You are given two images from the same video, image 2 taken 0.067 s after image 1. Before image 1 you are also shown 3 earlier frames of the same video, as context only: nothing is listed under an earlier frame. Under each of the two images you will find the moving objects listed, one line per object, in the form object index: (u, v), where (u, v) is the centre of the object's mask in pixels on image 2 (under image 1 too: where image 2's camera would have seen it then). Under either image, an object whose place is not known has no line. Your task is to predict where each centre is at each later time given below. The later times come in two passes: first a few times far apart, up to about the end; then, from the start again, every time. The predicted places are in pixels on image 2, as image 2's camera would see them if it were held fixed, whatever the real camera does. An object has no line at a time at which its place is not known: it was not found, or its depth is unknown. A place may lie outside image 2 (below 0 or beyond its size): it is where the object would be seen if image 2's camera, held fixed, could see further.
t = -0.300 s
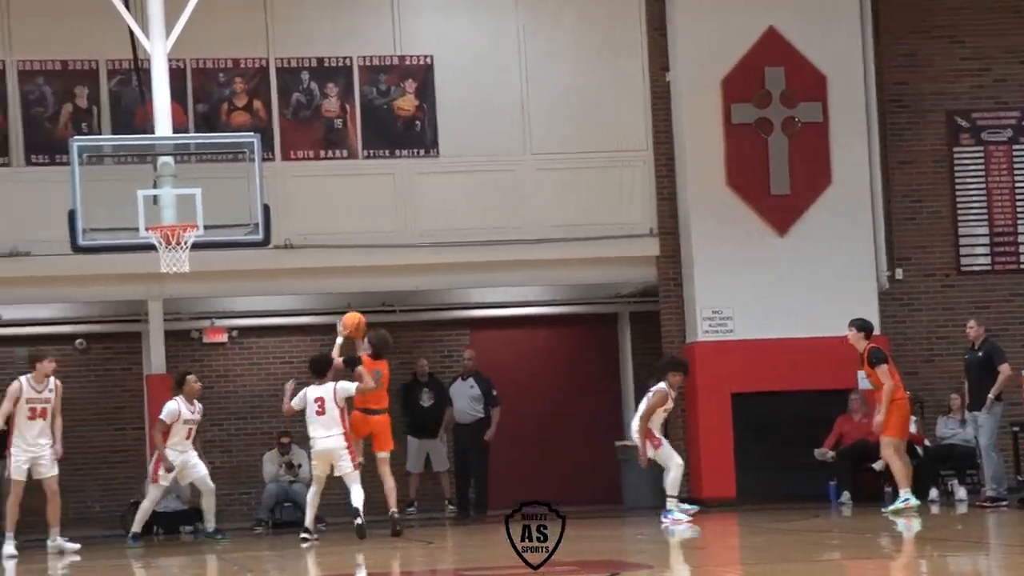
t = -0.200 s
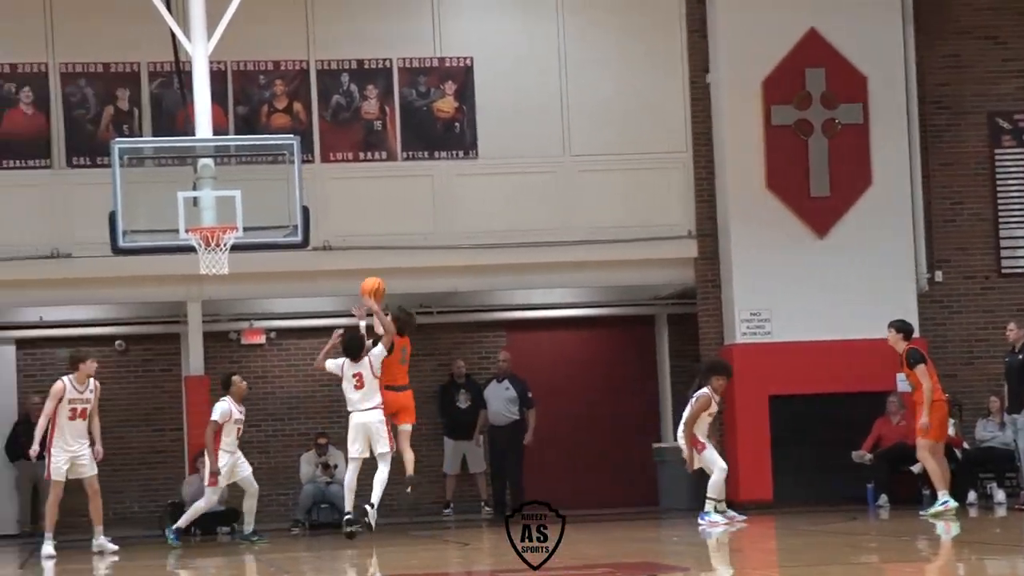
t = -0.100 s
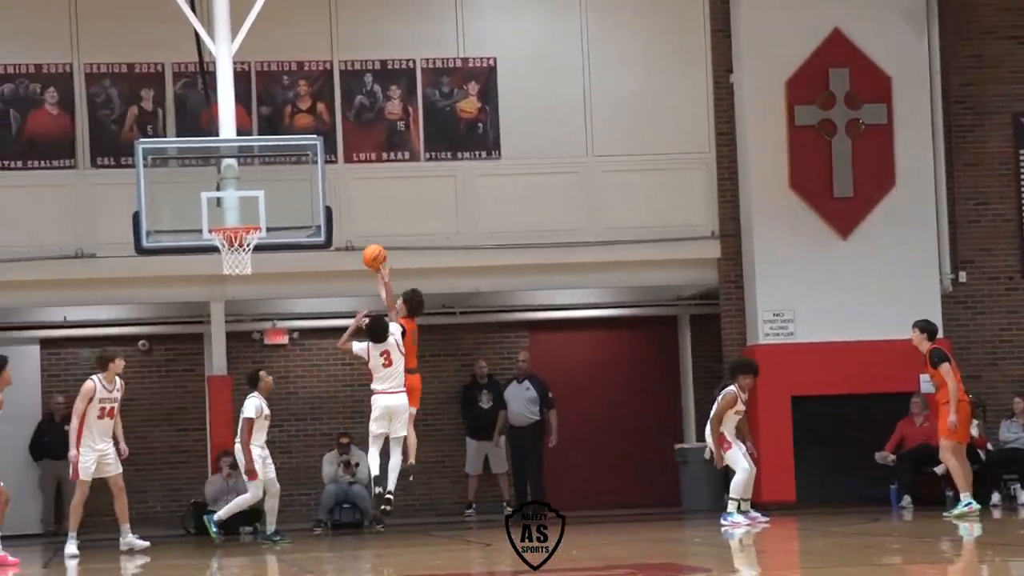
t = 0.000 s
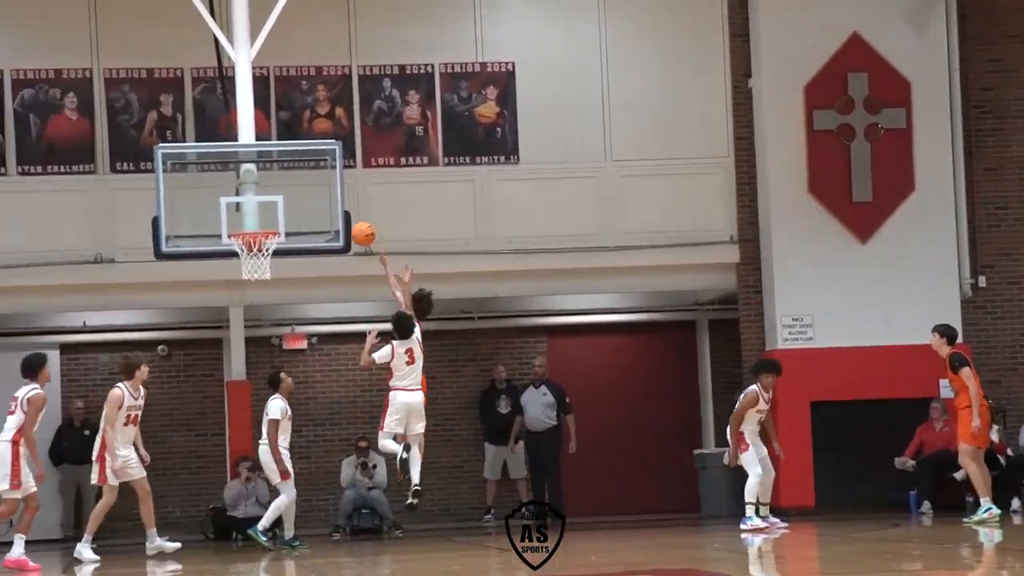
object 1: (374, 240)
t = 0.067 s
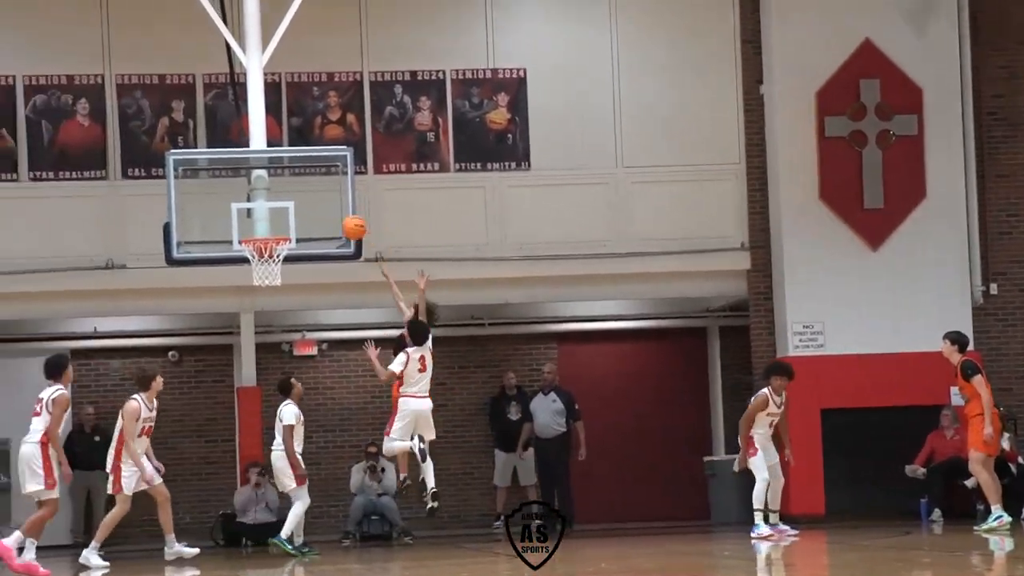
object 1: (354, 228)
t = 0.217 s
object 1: (312, 214)
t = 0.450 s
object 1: (277, 228)
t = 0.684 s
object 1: (249, 261)
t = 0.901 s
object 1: (253, 279)
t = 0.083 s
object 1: (350, 225)
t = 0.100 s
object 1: (344, 223)
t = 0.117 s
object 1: (339, 221)
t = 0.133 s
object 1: (334, 219)
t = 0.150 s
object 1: (329, 217)
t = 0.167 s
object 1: (324, 216)
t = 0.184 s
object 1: (320, 216)
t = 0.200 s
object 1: (315, 215)
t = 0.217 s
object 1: (312, 214)
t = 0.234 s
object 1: (309, 214)
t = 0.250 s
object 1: (307, 213)
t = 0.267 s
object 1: (304, 213)
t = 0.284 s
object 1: (303, 213)
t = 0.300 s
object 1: (300, 213)
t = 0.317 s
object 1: (297, 214)
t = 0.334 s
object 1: (295, 215)
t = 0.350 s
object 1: (292, 217)
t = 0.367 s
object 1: (289, 217)
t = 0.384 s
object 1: (287, 219)
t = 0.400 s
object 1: (284, 221)
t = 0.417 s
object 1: (282, 223)
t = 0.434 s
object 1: (279, 226)
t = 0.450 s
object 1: (277, 228)
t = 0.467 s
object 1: (274, 230)
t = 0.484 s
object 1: (272, 231)
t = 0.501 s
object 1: (269, 232)
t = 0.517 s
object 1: (267, 233)
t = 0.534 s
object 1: (265, 234)
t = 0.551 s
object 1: (263, 244)
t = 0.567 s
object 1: (263, 246)
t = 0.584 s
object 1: (261, 249)
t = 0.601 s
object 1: (256, 252)
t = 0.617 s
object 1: (255, 255)
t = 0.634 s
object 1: (253, 257)
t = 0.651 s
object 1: (251, 258)
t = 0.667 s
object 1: (251, 260)
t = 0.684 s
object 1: (249, 261)
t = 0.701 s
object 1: (250, 262)
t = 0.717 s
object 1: (249, 262)
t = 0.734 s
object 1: (248, 262)
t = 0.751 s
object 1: (248, 263)
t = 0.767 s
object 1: (248, 264)
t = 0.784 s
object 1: (249, 265)
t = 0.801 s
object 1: (249, 266)
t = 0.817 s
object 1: (250, 268)
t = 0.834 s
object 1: (250, 270)
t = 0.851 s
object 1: (251, 272)
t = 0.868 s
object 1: (251, 274)
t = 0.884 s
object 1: (252, 277)
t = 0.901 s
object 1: (253, 279)
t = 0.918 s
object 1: (254, 287)
